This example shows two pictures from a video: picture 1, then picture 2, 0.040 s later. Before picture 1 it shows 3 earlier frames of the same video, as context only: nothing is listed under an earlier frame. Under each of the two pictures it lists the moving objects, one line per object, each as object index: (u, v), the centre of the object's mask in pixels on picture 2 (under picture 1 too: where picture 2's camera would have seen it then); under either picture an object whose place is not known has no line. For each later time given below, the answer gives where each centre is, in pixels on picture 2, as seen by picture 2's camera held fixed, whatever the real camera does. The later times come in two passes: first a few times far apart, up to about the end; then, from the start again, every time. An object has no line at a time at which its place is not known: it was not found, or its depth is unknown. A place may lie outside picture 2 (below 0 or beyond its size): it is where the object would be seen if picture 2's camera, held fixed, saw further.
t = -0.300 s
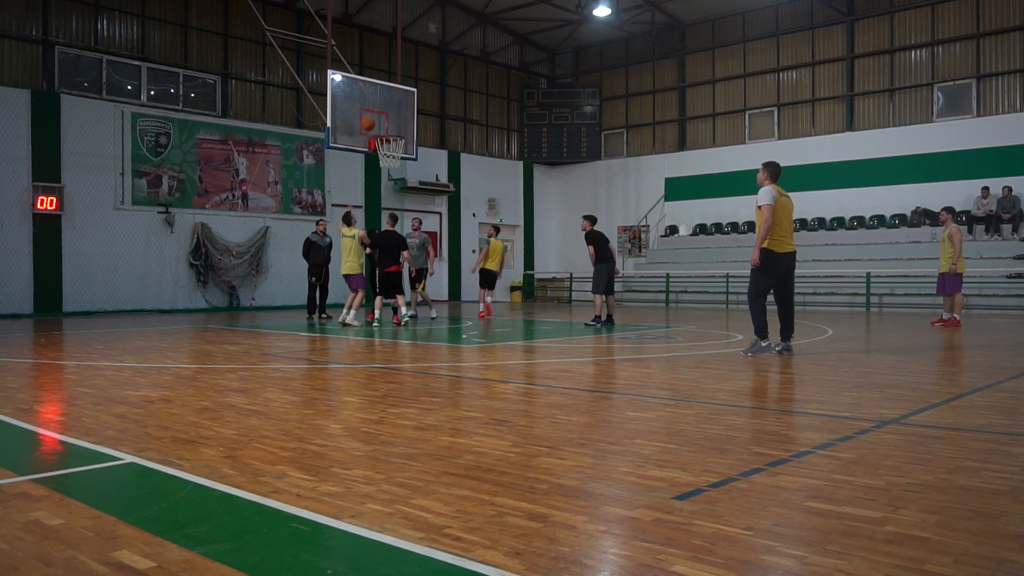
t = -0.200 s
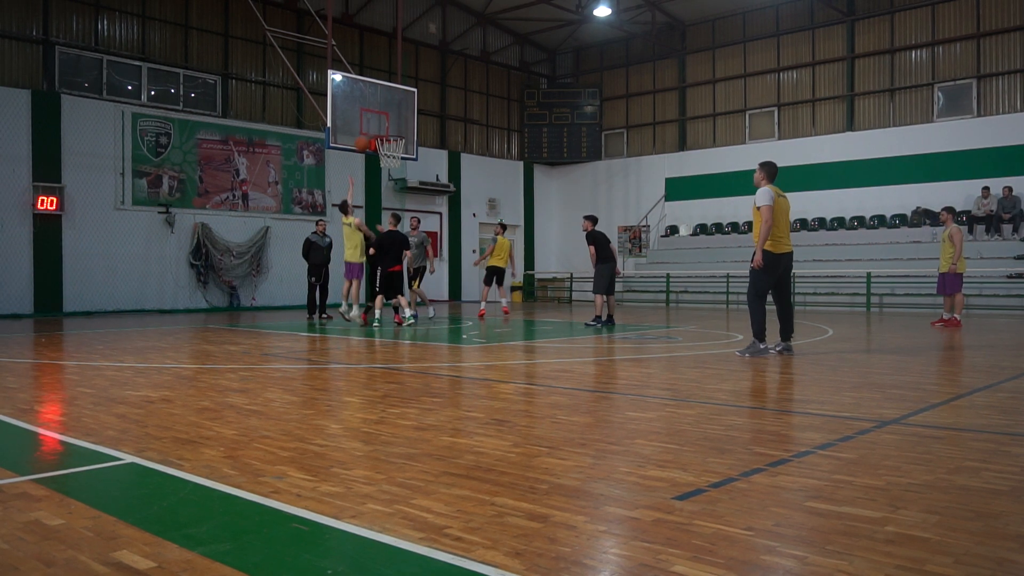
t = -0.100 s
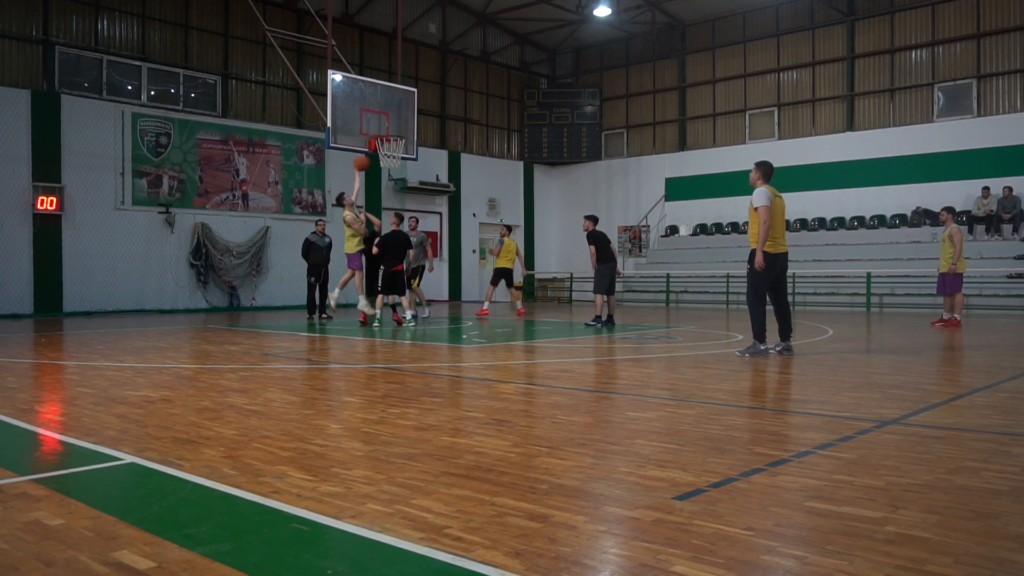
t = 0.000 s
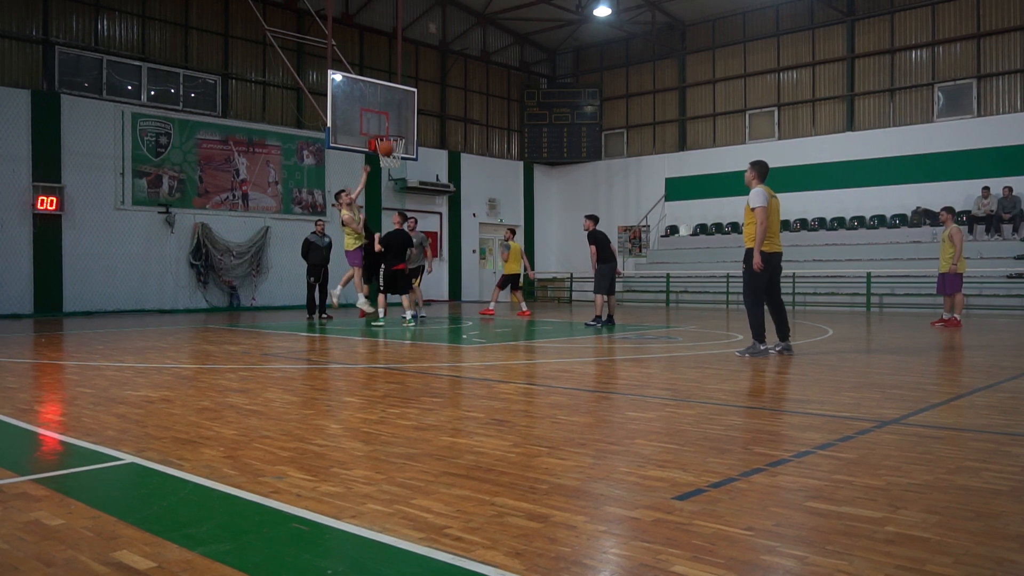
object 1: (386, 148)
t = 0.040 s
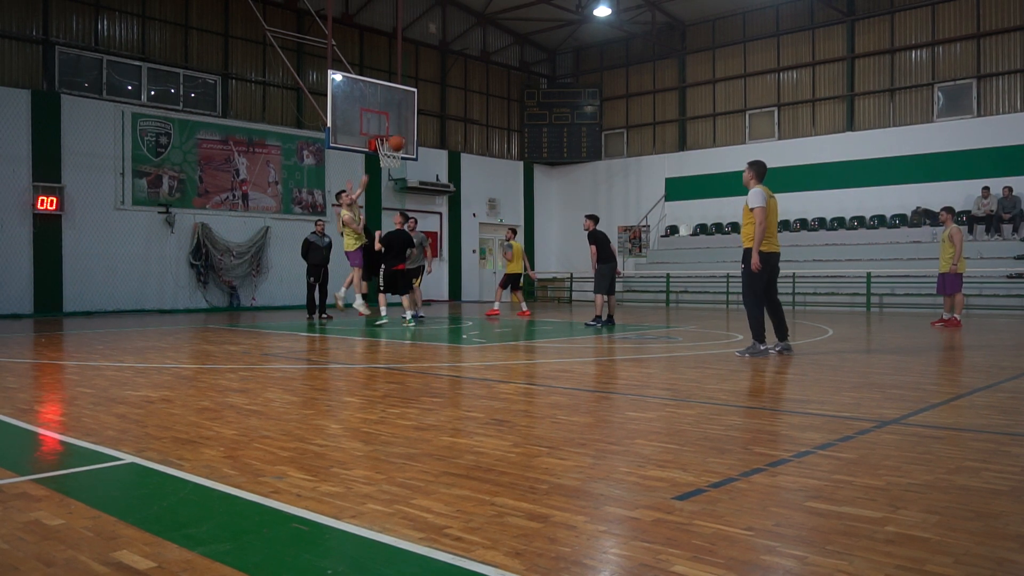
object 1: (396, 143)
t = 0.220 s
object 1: (447, 132)
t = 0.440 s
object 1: (523, 149)
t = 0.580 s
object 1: (581, 185)
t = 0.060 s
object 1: (401, 141)
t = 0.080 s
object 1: (407, 139)
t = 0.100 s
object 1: (412, 137)
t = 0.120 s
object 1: (418, 136)
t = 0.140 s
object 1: (424, 135)
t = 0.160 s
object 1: (429, 133)
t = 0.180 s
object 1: (435, 133)
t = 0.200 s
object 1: (441, 132)
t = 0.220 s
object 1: (447, 132)
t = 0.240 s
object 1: (453, 132)
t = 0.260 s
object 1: (459, 132)
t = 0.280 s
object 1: (465, 132)
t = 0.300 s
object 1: (471, 133)
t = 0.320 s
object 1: (478, 134)
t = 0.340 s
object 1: (485, 135)
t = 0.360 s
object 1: (492, 137)
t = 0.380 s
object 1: (499, 140)
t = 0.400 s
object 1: (507, 142)
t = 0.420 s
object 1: (515, 145)
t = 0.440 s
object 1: (523, 149)
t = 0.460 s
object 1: (530, 153)
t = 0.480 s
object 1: (537, 157)
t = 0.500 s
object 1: (546, 161)
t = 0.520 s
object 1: (554, 166)
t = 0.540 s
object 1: (562, 172)
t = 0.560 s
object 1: (572, 179)
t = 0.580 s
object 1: (581, 185)
